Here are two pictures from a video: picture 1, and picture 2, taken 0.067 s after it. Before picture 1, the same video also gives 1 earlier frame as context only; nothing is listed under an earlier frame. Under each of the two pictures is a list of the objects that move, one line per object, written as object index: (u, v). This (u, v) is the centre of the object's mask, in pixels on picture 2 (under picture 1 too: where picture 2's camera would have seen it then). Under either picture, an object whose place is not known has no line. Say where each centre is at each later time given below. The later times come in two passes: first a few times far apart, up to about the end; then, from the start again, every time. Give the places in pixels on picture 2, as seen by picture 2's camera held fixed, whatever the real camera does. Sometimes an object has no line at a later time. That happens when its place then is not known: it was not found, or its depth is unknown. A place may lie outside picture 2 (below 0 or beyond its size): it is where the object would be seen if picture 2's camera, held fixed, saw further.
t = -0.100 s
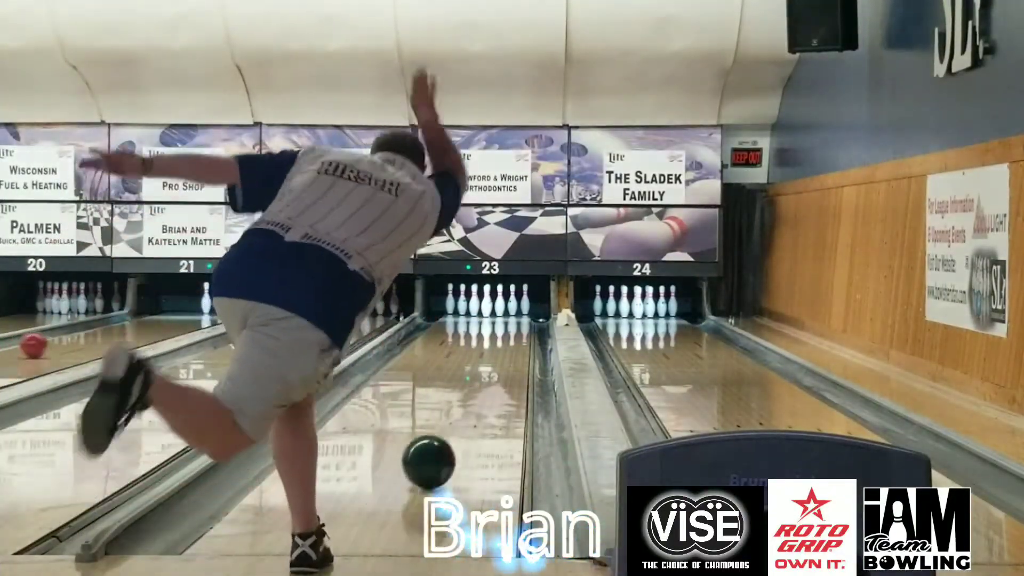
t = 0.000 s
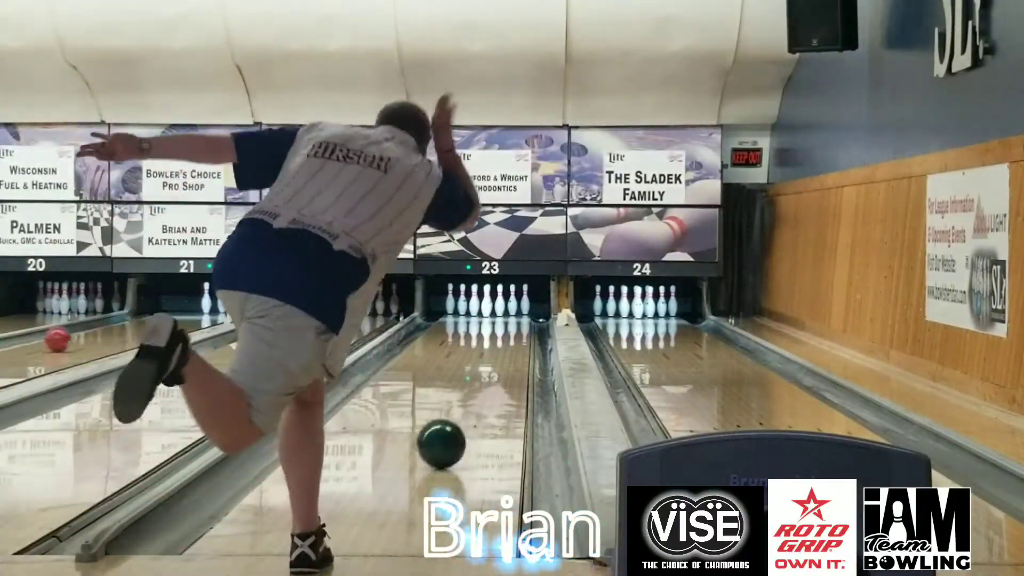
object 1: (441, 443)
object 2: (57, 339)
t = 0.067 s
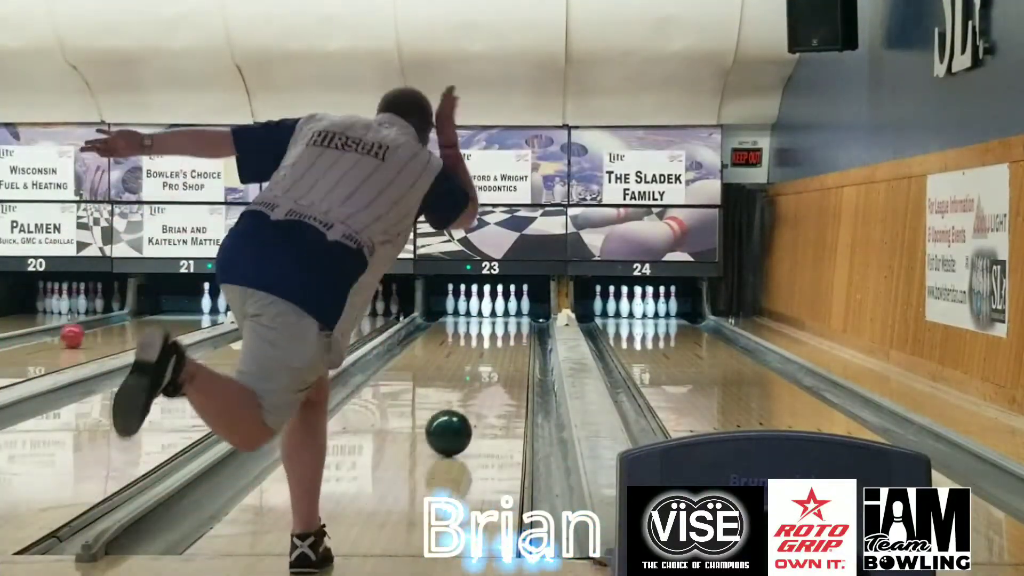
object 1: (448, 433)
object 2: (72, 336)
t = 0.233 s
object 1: (463, 410)
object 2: (105, 328)
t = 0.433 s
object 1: (477, 389)
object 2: (138, 321)
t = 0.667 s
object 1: (488, 370)
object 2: (169, 314)
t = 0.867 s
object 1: (496, 357)
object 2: (192, 308)
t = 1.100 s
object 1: (502, 345)
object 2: (211, 304)
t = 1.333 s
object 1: (507, 334)
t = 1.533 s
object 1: (509, 327)
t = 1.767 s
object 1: (508, 321)
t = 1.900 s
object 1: (506, 317)
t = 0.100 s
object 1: (452, 428)
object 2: (79, 334)
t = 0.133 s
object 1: (455, 423)
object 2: (86, 332)
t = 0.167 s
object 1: (458, 418)
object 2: (92, 331)
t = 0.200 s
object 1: (460, 414)
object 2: (99, 330)
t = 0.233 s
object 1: (463, 410)
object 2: (105, 328)
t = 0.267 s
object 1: (466, 406)
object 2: (111, 327)
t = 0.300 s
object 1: (468, 402)
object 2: (117, 326)
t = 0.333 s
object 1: (471, 399)
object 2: (122, 324)
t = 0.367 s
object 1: (473, 395)
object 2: (127, 323)
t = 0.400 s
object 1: (475, 392)
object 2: (133, 322)
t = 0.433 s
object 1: (477, 389)
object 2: (138, 321)
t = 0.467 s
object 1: (479, 386)
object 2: (143, 319)
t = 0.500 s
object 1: (481, 383)
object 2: (147, 319)
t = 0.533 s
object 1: (482, 380)
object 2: (152, 318)
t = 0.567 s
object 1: (484, 377)
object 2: (157, 316)
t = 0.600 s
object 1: (486, 375)
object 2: (161, 315)
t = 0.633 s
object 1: (487, 372)
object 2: (165, 315)
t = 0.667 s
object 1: (488, 370)
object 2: (169, 314)
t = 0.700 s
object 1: (490, 367)
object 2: (173, 313)
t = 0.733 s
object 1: (491, 365)
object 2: (177, 312)
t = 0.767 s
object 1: (492, 363)
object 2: (181, 310)
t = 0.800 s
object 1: (493, 361)
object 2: (185, 310)
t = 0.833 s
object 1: (495, 359)
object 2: (188, 309)
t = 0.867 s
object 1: (496, 357)
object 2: (192, 308)
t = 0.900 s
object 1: (497, 355)
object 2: (195, 307)
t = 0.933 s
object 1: (498, 353)
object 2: (199, 307)
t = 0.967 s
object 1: (499, 351)
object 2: (203, 306)
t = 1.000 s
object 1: (500, 350)
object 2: (206, 305)
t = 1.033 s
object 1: (501, 348)
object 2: (209, 302)
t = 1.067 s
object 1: (502, 346)
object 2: (210, 304)
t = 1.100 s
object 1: (502, 345)
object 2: (211, 304)
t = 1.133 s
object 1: (503, 343)
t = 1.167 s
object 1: (503, 342)
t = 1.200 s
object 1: (504, 340)
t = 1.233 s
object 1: (505, 339)
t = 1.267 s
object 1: (505, 337)
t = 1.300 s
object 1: (506, 336)
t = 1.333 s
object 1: (507, 334)
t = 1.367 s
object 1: (507, 333)
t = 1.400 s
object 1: (508, 332)
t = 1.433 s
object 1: (508, 331)
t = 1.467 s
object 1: (508, 330)
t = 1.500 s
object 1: (508, 328)
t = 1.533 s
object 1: (509, 327)
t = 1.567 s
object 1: (509, 326)
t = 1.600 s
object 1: (509, 325)
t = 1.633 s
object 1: (509, 324)
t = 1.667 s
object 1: (509, 324)
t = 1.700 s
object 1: (509, 323)
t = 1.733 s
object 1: (508, 322)
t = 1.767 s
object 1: (508, 321)
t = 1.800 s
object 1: (508, 320)
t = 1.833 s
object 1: (507, 319)
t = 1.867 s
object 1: (507, 318)
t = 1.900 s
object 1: (506, 317)
